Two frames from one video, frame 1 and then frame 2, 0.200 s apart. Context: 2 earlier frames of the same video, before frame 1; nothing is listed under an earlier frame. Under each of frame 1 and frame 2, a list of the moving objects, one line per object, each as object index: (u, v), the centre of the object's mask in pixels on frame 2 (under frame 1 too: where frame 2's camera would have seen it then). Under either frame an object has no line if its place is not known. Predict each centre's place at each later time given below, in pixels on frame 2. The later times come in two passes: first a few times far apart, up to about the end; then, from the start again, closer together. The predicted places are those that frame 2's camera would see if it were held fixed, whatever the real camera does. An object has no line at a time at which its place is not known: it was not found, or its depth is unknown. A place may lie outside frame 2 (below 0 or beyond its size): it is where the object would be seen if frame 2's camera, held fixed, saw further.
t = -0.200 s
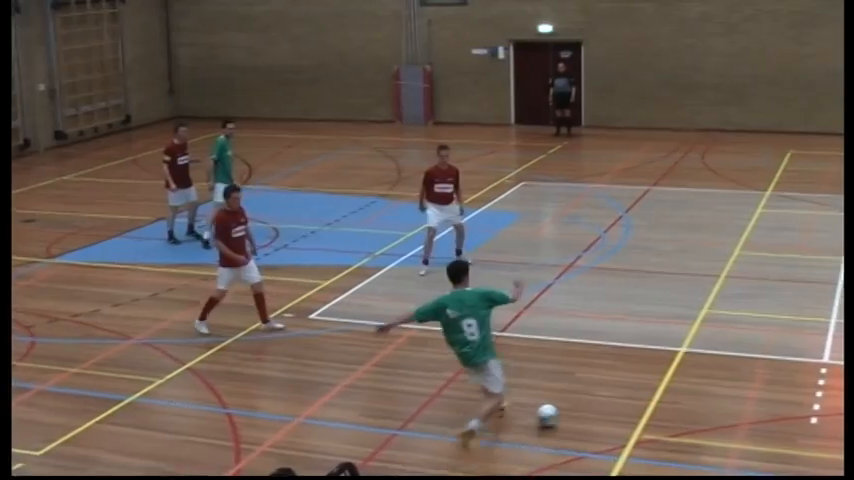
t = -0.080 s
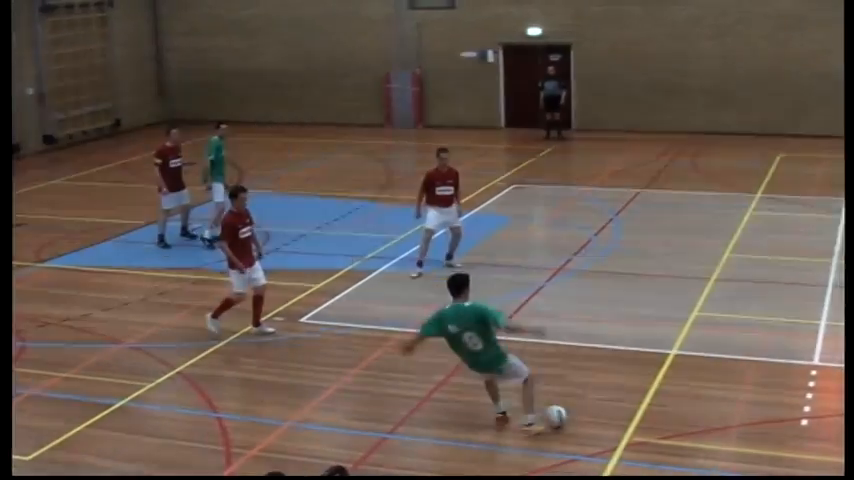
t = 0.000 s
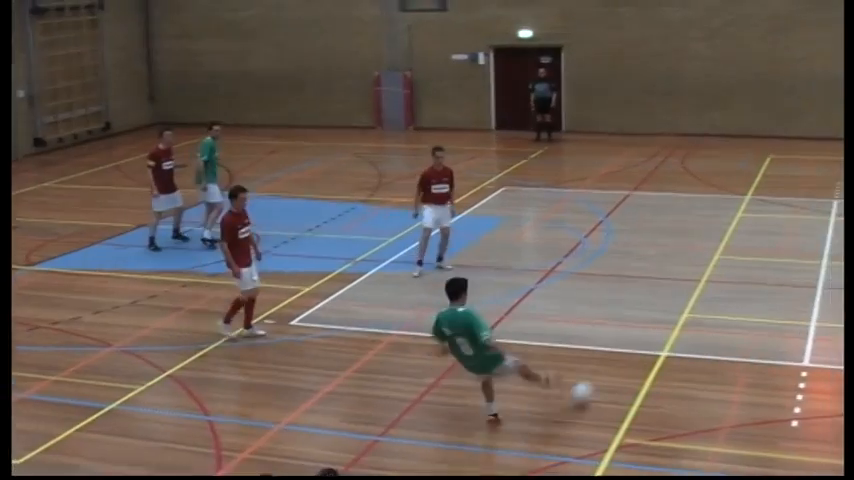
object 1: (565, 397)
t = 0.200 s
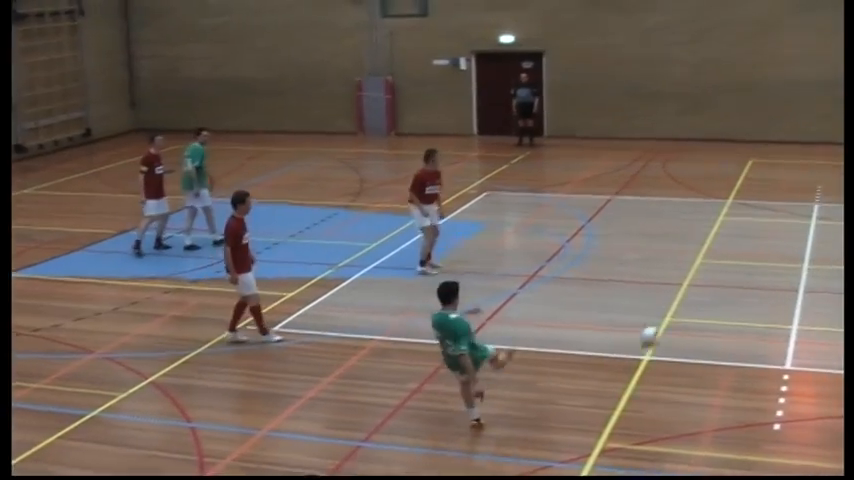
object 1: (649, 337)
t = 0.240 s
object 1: (663, 326)
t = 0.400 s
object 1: (707, 294)
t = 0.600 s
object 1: (745, 264)
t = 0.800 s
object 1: (777, 239)
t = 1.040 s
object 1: (810, 213)
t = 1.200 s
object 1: (829, 201)
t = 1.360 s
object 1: (845, 188)
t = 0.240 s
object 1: (663, 326)
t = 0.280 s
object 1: (674, 317)
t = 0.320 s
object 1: (687, 309)
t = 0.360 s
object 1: (696, 301)
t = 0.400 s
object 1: (707, 294)
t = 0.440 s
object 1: (715, 287)
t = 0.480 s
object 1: (723, 280)
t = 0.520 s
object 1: (731, 274)
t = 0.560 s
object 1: (740, 269)
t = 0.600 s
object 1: (745, 264)
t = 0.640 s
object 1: (752, 259)
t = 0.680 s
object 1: (759, 253)
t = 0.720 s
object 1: (765, 247)
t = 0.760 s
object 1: (771, 243)
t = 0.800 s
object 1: (777, 239)
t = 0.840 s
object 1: (783, 234)
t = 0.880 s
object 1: (789, 230)
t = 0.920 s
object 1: (794, 226)
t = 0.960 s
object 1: (799, 222)
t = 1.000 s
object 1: (803, 219)
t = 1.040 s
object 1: (810, 213)
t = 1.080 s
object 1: (814, 211)
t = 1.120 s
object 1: (820, 208)
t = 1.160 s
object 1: (824, 204)
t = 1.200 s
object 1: (829, 201)
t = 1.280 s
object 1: (836, 195)
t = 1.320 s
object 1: (841, 191)
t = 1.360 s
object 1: (845, 188)
